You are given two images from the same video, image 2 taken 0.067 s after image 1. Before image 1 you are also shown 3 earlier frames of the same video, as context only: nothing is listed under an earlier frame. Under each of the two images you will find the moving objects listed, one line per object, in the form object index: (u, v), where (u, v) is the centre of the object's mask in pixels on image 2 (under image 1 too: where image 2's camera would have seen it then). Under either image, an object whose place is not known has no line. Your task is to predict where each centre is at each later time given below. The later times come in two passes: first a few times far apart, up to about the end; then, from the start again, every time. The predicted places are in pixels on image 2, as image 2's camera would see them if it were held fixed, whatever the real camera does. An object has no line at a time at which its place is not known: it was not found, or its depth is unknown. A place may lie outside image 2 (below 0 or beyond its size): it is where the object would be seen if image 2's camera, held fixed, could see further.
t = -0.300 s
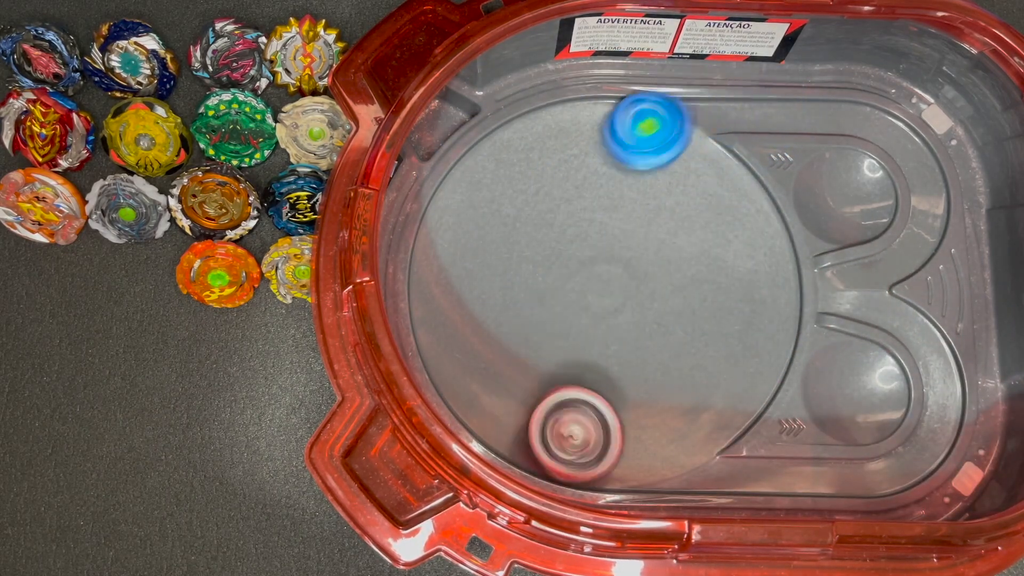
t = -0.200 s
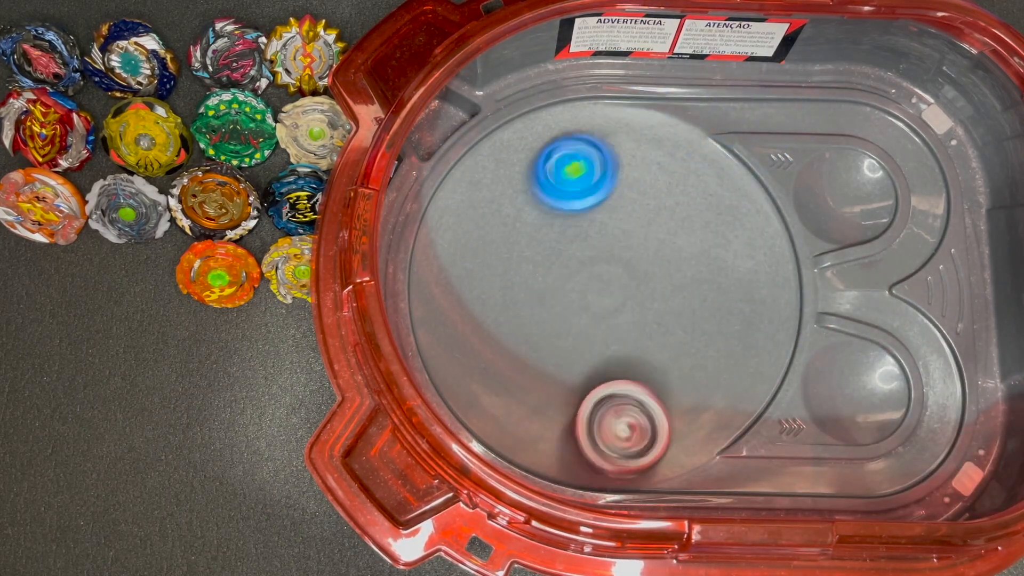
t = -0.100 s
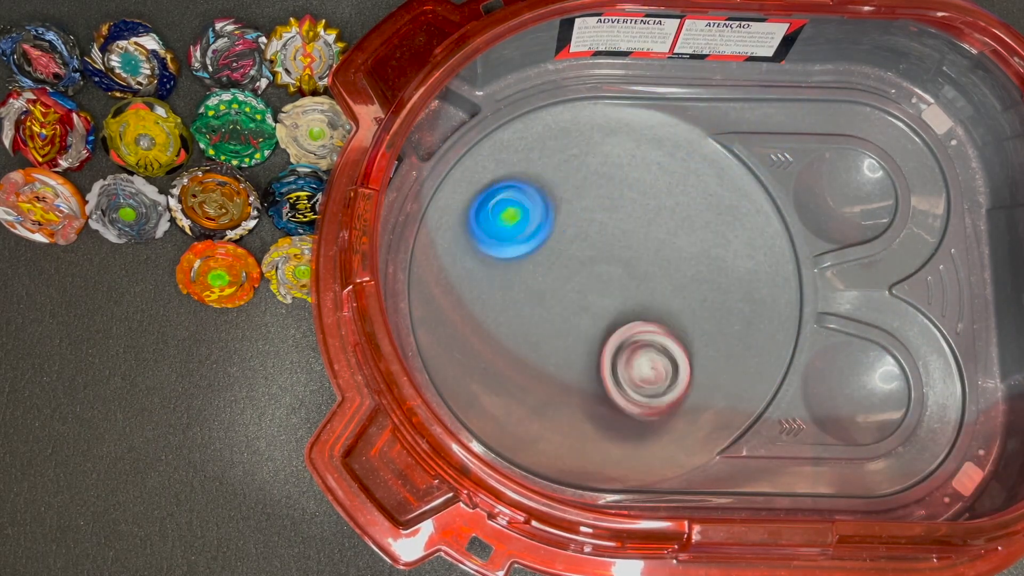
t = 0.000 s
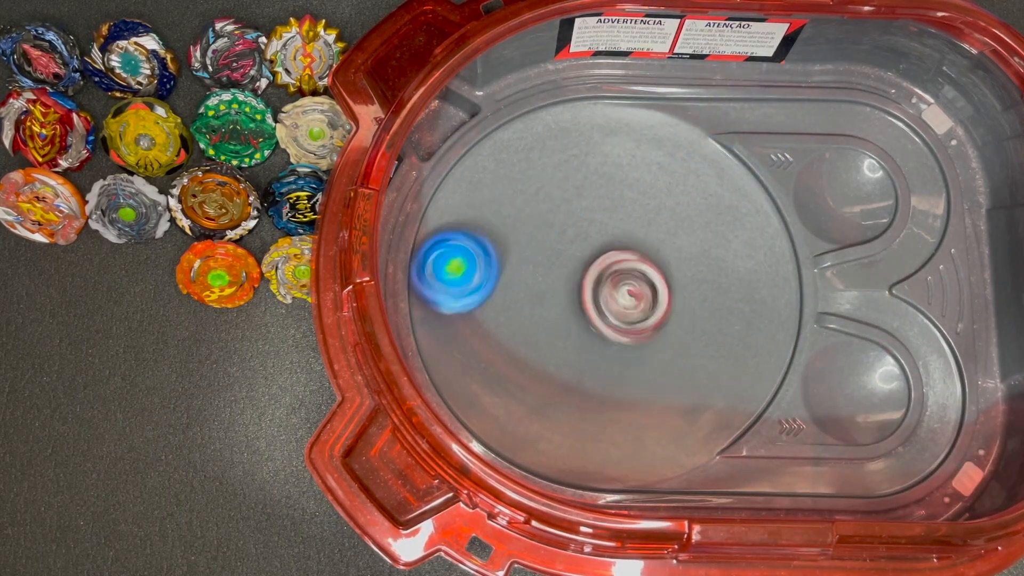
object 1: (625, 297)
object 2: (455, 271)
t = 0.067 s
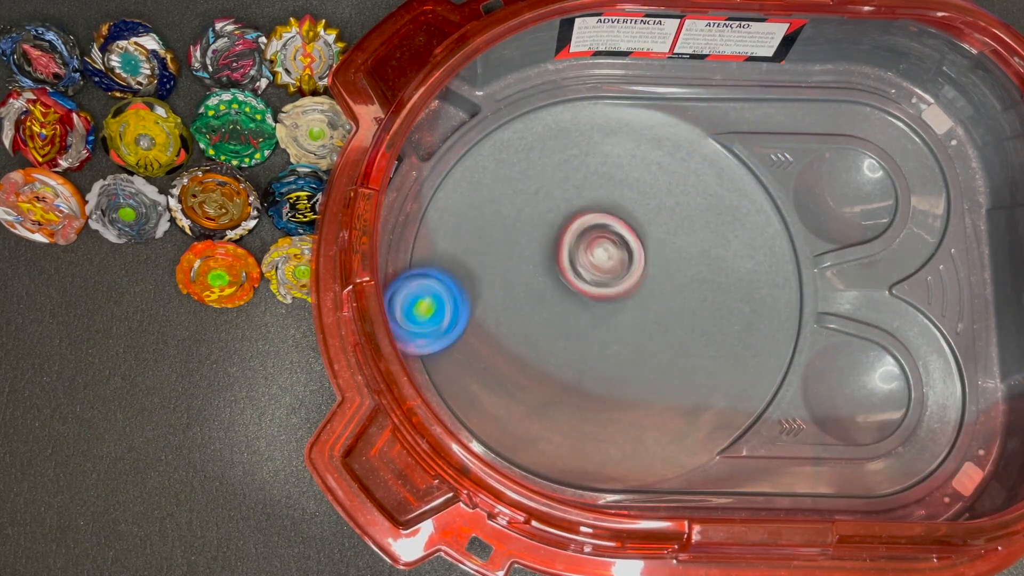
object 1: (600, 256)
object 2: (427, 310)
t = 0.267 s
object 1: (495, 189)
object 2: (526, 363)
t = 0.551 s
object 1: (495, 275)
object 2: (599, 253)
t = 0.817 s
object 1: (593, 297)
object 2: (600, 153)
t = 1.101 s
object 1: (658, 277)
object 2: (616, 180)
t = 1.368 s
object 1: (709, 392)
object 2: (717, 210)
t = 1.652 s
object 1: (716, 389)
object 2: (735, 257)
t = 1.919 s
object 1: (563, 317)
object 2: (754, 244)
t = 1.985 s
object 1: (551, 300)
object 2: (753, 237)
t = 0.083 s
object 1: (593, 246)
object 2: (425, 318)
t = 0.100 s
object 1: (585, 238)
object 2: (427, 326)
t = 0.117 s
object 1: (577, 230)
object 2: (434, 334)
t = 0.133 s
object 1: (570, 223)
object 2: (441, 341)
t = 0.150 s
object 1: (560, 216)
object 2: (451, 347)
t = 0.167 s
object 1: (552, 208)
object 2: (460, 350)
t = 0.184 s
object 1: (543, 204)
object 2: (470, 354)
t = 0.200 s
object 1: (533, 198)
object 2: (481, 358)
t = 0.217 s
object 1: (525, 195)
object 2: (490, 360)
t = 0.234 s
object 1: (515, 192)
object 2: (504, 362)
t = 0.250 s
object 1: (506, 189)
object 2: (513, 363)
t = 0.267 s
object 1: (495, 189)
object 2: (526, 363)
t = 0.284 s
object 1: (486, 188)
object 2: (535, 363)
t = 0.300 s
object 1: (479, 191)
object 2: (546, 362)
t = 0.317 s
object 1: (470, 194)
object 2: (554, 359)
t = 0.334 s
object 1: (463, 197)
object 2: (565, 356)
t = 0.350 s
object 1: (456, 203)
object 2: (573, 352)
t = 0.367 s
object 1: (451, 206)
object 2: (580, 347)
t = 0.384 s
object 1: (448, 213)
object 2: (588, 341)
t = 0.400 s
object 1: (446, 219)
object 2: (593, 335)
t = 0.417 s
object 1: (446, 225)
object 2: (597, 327)
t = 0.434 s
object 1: (449, 233)
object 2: (601, 319)
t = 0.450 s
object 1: (452, 239)
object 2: (603, 311)
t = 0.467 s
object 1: (455, 245)
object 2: (604, 301)
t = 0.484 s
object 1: (460, 251)
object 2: (605, 291)
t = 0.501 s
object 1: (466, 257)
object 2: (605, 282)
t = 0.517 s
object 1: (475, 265)
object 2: (603, 271)
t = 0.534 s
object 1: (484, 269)
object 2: (602, 261)
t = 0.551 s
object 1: (495, 275)
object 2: (599, 253)
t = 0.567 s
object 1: (505, 278)
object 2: (597, 243)
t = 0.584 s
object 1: (517, 280)
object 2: (595, 233)
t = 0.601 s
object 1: (528, 283)
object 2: (593, 224)
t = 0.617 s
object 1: (534, 282)
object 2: (594, 214)
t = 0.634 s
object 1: (541, 286)
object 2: (598, 205)
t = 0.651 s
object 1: (543, 290)
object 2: (600, 197)
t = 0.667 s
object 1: (550, 291)
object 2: (603, 189)
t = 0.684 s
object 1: (553, 294)
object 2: (604, 184)
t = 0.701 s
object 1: (557, 297)
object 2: (603, 178)
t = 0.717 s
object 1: (562, 296)
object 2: (604, 172)
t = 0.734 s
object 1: (566, 300)
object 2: (605, 167)
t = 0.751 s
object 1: (570, 298)
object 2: (603, 164)
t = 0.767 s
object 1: (576, 299)
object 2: (602, 159)
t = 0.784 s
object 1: (583, 299)
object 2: (603, 156)
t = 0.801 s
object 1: (586, 297)
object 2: (602, 155)
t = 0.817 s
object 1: (593, 297)
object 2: (600, 153)
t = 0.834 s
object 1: (598, 296)
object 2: (599, 151)
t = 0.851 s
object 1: (603, 293)
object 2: (599, 150)
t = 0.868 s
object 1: (610, 290)
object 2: (598, 152)
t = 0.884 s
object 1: (614, 289)
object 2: (597, 152)
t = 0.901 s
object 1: (619, 284)
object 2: (597, 152)
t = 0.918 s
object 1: (625, 282)
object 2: (598, 156)
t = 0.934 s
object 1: (629, 279)
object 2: (596, 159)
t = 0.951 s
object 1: (632, 274)
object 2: (596, 161)
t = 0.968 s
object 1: (638, 270)
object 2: (597, 164)
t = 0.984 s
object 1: (639, 265)
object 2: (598, 170)
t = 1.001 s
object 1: (644, 261)
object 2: (598, 174)
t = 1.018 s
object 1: (648, 256)
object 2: (601, 178)
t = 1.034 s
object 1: (650, 255)
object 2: (602, 182)
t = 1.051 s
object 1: (652, 256)
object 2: (603, 184)
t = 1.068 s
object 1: (653, 263)
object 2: (607, 183)
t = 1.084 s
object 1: (656, 270)
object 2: (611, 181)
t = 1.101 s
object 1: (658, 277)
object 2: (616, 180)
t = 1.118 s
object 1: (661, 285)
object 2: (622, 180)
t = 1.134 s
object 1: (665, 291)
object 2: (628, 181)
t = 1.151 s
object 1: (668, 299)
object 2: (634, 183)
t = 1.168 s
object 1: (671, 306)
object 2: (642, 184)
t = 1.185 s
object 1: (674, 313)
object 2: (648, 187)
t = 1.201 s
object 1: (679, 321)
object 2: (655, 189)
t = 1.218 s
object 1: (681, 328)
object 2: (662, 190)
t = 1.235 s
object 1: (684, 336)
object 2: (668, 192)
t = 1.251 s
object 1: (687, 343)
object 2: (674, 194)
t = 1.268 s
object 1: (690, 351)
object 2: (681, 197)
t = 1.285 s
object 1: (693, 358)
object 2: (688, 200)
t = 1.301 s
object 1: (696, 366)
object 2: (694, 201)
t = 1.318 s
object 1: (700, 372)
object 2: (700, 204)
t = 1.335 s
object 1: (702, 379)
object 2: (706, 206)
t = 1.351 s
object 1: (706, 386)
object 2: (711, 209)
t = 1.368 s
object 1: (709, 392)
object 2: (717, 210)
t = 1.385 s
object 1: (713, 398)
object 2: (722, 212)
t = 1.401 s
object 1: (716, 404)
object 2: (727, 215)
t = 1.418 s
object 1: (721, 409)
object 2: (731, 217)
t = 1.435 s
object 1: (725, 414)
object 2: (735, 219)
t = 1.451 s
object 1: (728, 418)
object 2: (738, 222)
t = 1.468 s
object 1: (730, 421)
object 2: (741, 224)
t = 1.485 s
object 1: (733, 421)
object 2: (744, 226)
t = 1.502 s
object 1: (735, 423)
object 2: (745, 229)
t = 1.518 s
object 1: (734, 421)
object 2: (745, 231)
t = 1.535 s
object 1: (735, 419)
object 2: (746, 233)
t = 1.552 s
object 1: (733, 416)
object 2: (745, 236)
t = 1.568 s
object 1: (734, 413)
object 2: (745, 239)
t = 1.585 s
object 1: (731, 412)
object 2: (744, 243)
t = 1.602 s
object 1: (727, 406)
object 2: (741, 246)
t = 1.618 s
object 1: (727, 402)
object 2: (740, 249)
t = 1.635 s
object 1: (720, 395)
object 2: (738, 253)
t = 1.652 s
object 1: (716, 389)
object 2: (735, 257)
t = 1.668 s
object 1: (710, 382)
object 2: (733, 262)
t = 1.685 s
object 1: (705, 377)
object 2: (729, 267)
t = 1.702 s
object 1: (698, 369)
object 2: (726, 271)
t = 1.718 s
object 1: (692, 364)
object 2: (723, 275)
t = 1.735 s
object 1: (682, 357)
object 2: (722, 278)
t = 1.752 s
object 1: (669, 356)
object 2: (731, 274)
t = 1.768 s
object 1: (650, 357)
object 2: (737, 273)
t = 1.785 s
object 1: (635, 353)
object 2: (742, 272)
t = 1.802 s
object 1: (622, 348)
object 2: (743, 268)
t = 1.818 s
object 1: (612, 345)
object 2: (745, 263)
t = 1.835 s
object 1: (600, 342)
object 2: (747, 259)
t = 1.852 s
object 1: (589, 336)
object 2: (748, 255)
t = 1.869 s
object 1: (582, 332)
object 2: (750, 252)
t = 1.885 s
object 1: (575, 326)
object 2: (751, 249)
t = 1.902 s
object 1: (570, 322)
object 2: (753, 246)
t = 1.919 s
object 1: (563, 317)
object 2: (754, 244)
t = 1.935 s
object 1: (559, 312)
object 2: (756, 242)
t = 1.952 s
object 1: (556, 307)
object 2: (757, 240)
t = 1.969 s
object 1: (553, 303)
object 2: (755, 238)
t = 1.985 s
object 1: (551, 300)
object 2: (753, 237)
